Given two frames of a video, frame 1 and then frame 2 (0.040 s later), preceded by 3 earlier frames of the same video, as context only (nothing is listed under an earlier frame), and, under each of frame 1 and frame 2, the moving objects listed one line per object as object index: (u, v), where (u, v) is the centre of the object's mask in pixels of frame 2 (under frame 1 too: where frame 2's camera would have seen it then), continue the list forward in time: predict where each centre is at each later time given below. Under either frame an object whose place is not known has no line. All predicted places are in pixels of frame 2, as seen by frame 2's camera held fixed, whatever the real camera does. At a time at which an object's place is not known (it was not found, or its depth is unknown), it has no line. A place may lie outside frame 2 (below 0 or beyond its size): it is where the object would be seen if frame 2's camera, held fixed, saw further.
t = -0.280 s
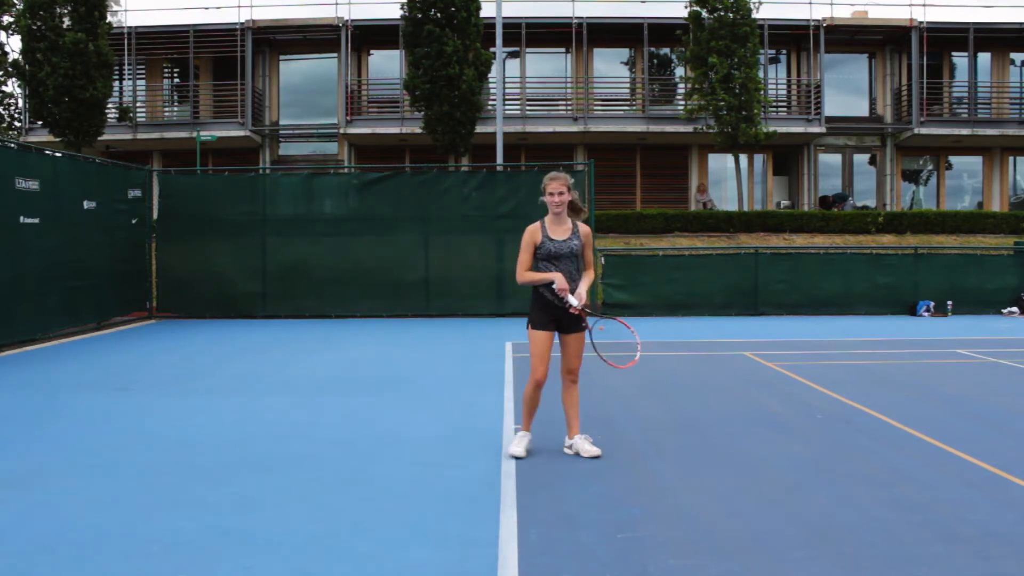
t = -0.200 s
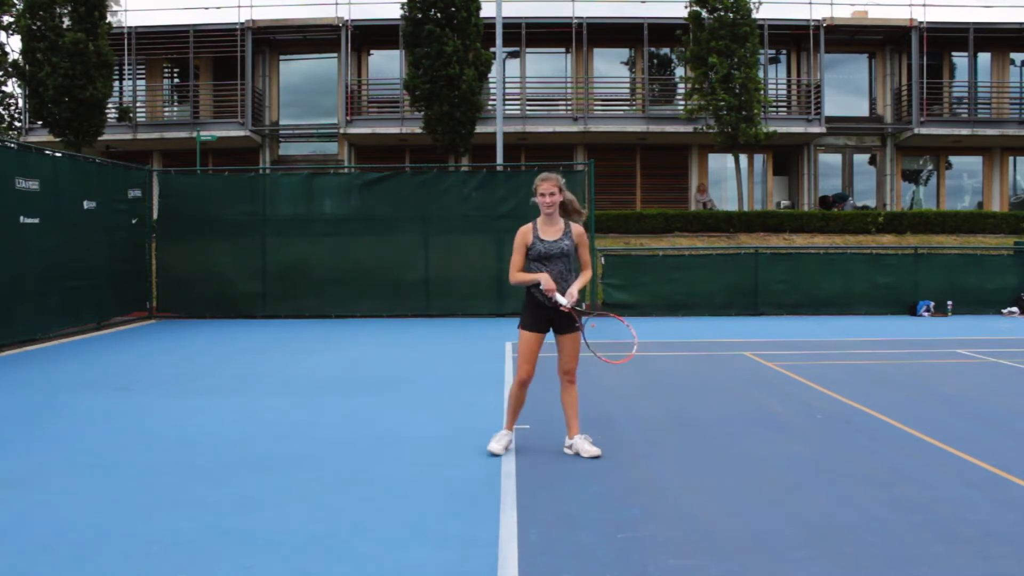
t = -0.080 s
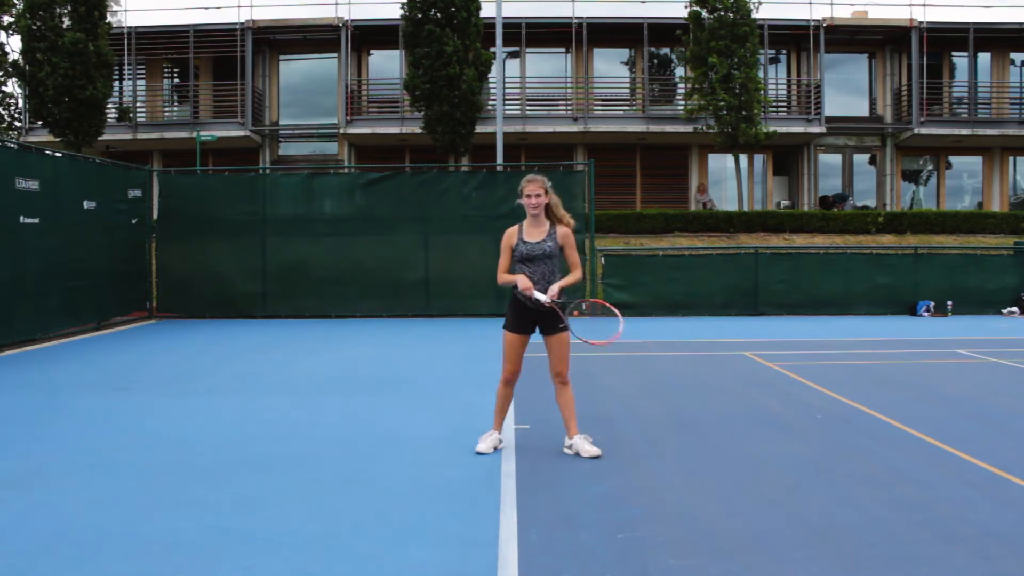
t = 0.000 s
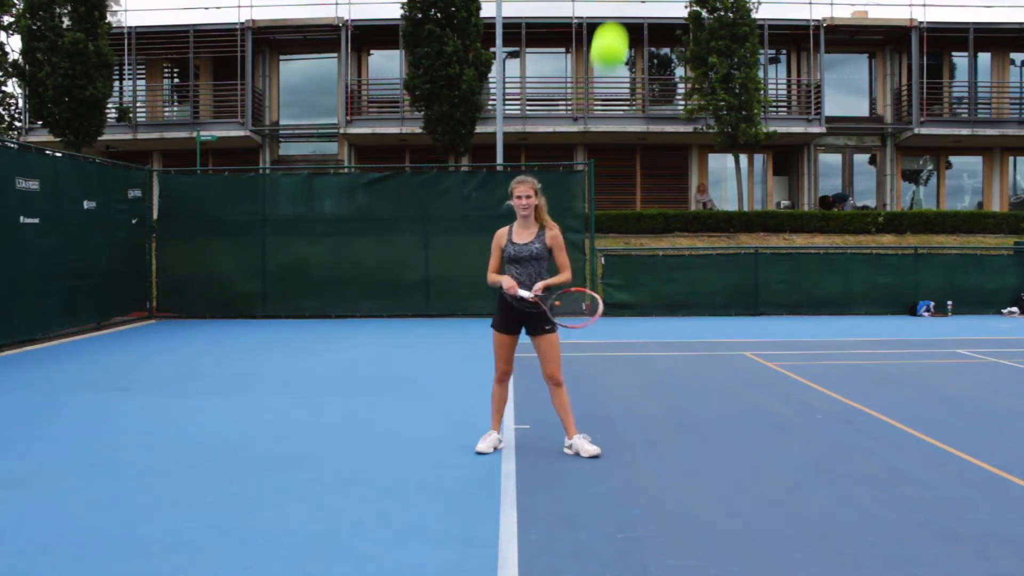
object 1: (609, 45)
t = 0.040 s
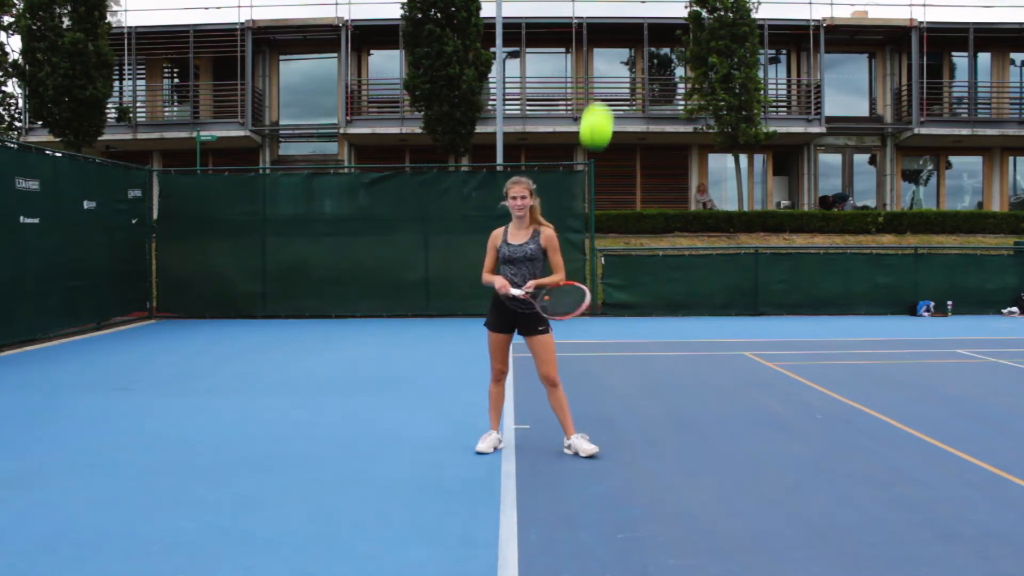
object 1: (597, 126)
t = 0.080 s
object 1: (586, 198)
